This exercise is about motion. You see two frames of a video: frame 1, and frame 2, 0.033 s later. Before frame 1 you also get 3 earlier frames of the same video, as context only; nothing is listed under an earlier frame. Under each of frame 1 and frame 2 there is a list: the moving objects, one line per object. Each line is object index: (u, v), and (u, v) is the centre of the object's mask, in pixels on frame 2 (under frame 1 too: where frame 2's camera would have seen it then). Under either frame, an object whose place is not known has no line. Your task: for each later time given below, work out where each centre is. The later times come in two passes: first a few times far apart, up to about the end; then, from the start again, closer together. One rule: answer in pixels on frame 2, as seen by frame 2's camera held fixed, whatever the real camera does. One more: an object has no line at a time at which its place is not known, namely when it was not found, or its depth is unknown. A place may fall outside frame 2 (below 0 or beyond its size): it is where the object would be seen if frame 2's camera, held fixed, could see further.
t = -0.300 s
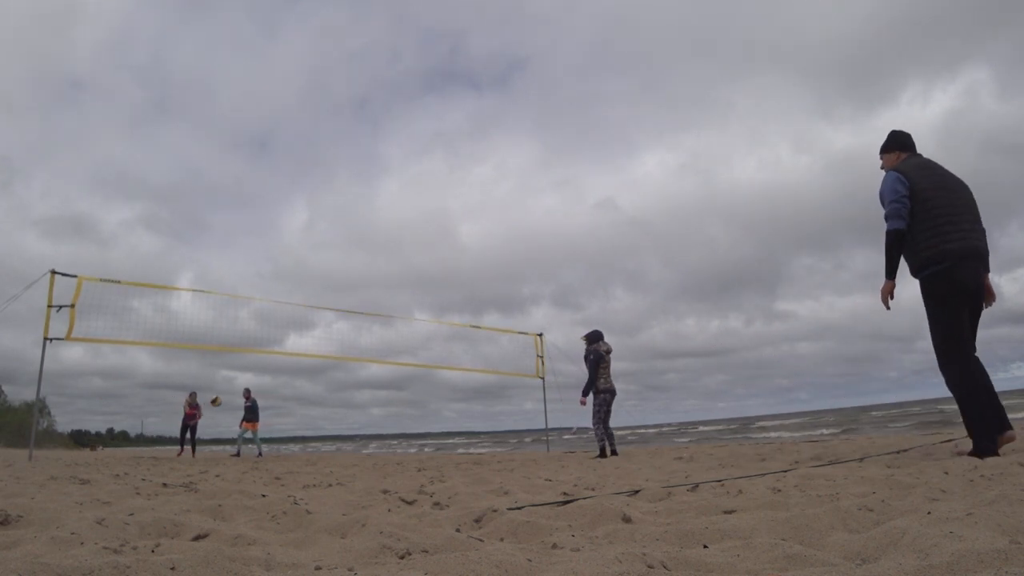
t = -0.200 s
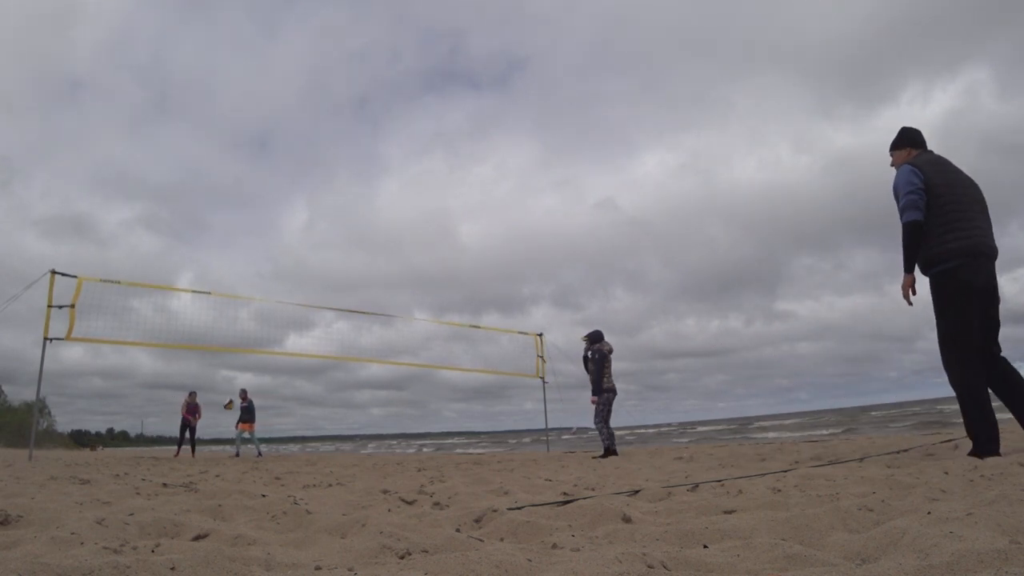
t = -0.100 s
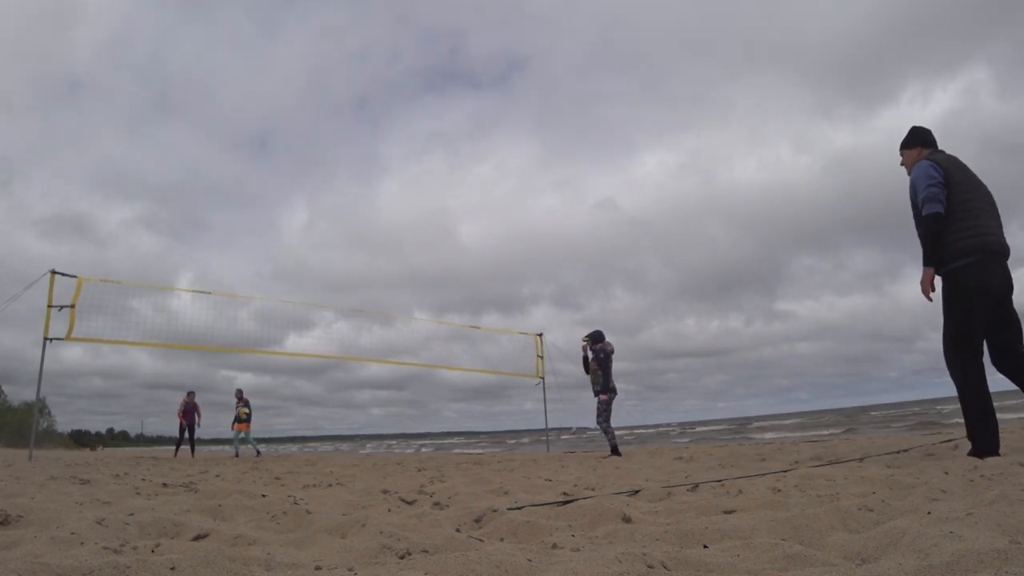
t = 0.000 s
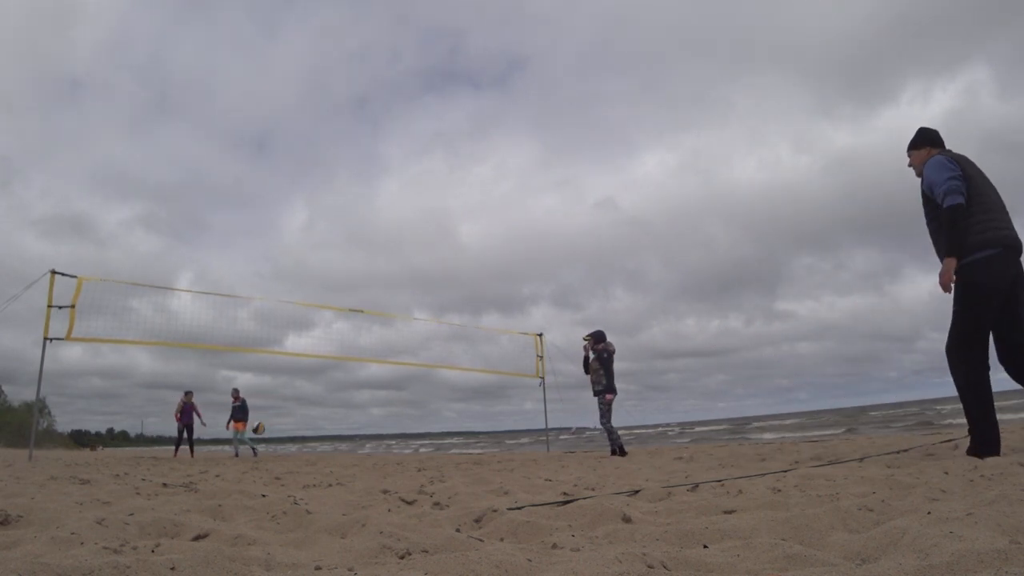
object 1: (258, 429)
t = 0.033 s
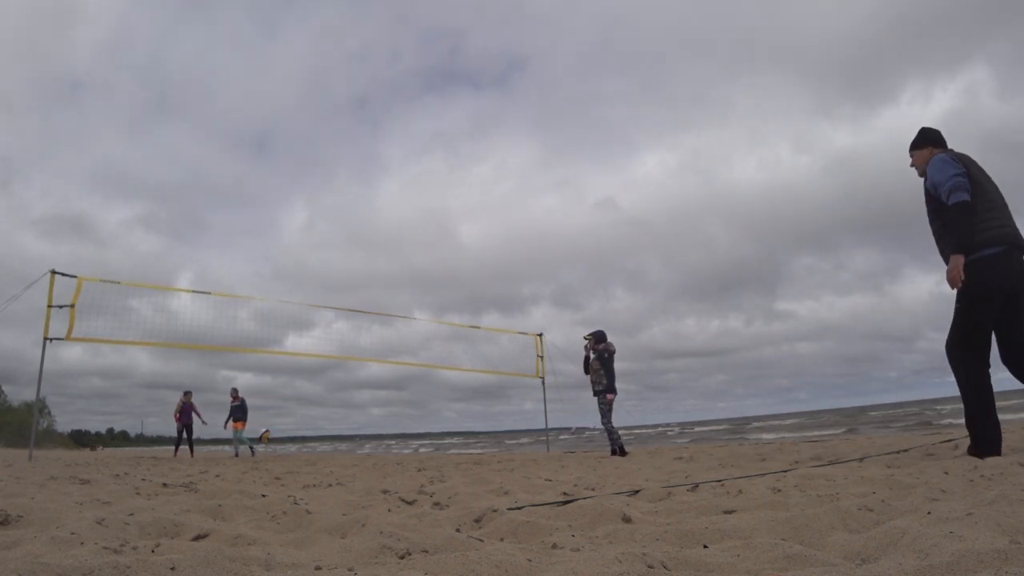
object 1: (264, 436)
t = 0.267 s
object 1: (295, 433)
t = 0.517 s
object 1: (321, 408)
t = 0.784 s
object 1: (354, 438)
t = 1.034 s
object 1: (375, 456)
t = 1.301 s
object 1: (397, 461)
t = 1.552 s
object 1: (416, 461)
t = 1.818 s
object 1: (426, 462)
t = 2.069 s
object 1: (436, 461)
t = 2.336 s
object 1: (445, 460)
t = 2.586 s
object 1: (450, 464)
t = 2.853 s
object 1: (463, 463)
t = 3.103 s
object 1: (466, 464)
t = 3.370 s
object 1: (458, 465)
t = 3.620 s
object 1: (460, 466)
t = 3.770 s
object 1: (459, 466)
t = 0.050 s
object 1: (267, 439)
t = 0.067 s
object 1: (269, 443)
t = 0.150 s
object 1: (284, 456)
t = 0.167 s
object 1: (286, 453)
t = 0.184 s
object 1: (287, 448)
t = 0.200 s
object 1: (288, 445)
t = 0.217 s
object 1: (290, 441)
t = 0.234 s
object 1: (292, 438)
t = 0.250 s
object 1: (292, 435)
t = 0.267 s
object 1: (295, 433)
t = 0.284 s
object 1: (297, 429)
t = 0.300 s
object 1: (298, 427)
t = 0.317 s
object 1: (300, 424)
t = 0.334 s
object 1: (301, 422)
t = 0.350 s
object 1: (303, 419)
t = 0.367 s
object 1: (305, 417)
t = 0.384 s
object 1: (306, 415)
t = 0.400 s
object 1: (308, 414)
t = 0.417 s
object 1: (310, 412)
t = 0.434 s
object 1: (312, 411)
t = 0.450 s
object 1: (313, 410)
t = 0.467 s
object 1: (315, 409)
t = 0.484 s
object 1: (317, 409)
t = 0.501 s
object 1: (319, 408)
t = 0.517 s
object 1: (321, 408)
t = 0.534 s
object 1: (323, 408)
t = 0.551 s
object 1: (325, 409)
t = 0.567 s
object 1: (327, 408)
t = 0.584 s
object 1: (329, 409)
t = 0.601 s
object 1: (331, 410)
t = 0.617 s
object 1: (332, 411)
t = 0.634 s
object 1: (335, 413)
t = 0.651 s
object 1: (337, 414)
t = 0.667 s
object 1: (339, 416)
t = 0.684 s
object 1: (341, 419)
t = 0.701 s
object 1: (343, 421)
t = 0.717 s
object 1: (345, 424)
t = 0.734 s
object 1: (347, 427)
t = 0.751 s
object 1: (349, 430)
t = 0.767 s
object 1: (351, 433)
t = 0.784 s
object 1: (354, 438)
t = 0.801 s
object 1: (356, 442)
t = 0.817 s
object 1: (359, 446)
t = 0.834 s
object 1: (361, 451)
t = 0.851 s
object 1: (364, 456)
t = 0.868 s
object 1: (367, 460)
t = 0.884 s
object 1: (368, 459)
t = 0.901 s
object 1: (369, 458)
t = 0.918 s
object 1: (369, 458)
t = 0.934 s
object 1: (369, 456)
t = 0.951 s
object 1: (371, 455)
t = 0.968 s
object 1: (373, 455)
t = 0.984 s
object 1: (374, 455)
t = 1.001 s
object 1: (374, 455)
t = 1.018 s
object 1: (374, 455)
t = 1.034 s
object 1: (375, 456)
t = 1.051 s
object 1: (377, 456)
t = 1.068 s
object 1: (379, 458)
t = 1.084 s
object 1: (380, 459)
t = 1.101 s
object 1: (380, 459)
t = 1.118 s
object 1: (381, 458)
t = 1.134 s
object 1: (382, 458)
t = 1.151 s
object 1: (384, 457)
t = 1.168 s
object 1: (386, 456)
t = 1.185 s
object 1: (387, 456)
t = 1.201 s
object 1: (388, 458)
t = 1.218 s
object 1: (389, 459)
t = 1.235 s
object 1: (389, 459)
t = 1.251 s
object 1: (391, 460)
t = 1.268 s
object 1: (394, 461)
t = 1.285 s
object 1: (395, 461)
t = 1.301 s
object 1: (397, 461)
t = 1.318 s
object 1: (398, 461)
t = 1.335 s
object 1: (398, 462)
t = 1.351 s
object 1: (401, 462)
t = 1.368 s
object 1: (402, 461)
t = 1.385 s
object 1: (403, 461)
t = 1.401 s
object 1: (405, 460)
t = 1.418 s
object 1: (407, 459)
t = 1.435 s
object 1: (408, 459)
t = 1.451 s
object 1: (409, 459)
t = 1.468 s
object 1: (411, 459)
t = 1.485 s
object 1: (411, 459)
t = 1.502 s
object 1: (412, 460)
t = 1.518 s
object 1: (414, 460)
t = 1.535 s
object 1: (415, 461)
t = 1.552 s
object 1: (416, 461)
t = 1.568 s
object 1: (417, 460)
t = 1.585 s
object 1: (417, 459)
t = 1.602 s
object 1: (417, 459)
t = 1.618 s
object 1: (418, 458)
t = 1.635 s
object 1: (418, 458)
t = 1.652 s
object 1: (419, 458)
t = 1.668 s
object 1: (419, 458)
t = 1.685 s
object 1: (421, 458)
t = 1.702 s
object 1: (422, 458)
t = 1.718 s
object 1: (422, 458)
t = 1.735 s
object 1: (423, 459)
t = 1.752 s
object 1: (423, 459)
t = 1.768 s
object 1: (424, 460)
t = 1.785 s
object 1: (425, 462)
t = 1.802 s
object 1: (426, 462)
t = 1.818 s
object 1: (426, 462)
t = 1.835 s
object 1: (427, 461)
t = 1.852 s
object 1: (428, 461)
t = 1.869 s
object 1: (429, 461)
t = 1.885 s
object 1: (430, 462)
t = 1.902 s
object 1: (431, 462)
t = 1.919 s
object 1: (431, 462)
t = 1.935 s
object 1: (432, 461)
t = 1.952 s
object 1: (433, 460)
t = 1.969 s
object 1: (433, 460)
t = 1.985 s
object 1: (433, 459)
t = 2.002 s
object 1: (434, 459)
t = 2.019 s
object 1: (434, 459)
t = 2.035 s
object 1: (435, 459)
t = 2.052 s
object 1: (435, 460)
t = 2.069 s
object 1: (436, 461)
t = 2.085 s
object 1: (437, 462)
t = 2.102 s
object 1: (439, 463)
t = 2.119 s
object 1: (440, 464)
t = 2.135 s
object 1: (441, 464)
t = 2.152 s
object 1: (441, 463)
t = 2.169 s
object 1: (441, 463)
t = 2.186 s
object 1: (442, 463)
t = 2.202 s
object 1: (442, 462)
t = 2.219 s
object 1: (442, 462)
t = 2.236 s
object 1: (443, 462)
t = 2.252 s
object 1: (443, 462)
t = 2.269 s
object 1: (443, 462)
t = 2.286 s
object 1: (443, 461)
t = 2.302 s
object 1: (444, 460)
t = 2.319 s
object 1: (444, 460)
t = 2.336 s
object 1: (445, 460)
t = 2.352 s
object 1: (445, 460)
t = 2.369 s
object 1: (445, 461)
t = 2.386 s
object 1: (445, 461)
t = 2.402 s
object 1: (446, 461)
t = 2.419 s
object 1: (447, 461)
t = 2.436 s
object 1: (447, 462)
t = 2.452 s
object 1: (448, 462)
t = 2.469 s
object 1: (448, 463)
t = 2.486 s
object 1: (449, 464)
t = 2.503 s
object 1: (449, 464)
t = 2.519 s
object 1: (449, 464)
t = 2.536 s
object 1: (449, 464)
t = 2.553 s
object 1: (450, 464)
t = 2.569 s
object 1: (450, 464)
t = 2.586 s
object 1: (450, 464)
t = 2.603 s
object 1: (451, 464)
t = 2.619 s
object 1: (451, 464)
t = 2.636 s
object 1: (452, 465)
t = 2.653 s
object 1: (452, 465)
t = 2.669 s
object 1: (453, 466)
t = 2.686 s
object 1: (454, 466)
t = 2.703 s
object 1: (455, 466)
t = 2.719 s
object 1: (456, 466)
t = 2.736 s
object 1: (457, 465)
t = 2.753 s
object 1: (458, 465)
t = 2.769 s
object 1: (459, 464)
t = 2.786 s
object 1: (460, 464)
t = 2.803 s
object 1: (461, 463)
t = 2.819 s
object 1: (462, 463)
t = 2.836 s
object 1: (462, 463)
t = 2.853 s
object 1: (463, 463)
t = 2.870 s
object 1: (463, 463)
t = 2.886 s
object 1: (464, 463)
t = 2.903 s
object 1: (465, 462)
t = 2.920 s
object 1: (465, 462)
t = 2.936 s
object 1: (466, 462)
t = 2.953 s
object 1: (466, 462)
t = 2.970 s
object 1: (466, 462)
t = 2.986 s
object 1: (466, 462)
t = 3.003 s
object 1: (467, 463)
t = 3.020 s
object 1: (466, 463)
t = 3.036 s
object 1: (466, 463)
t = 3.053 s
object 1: (466, 463)
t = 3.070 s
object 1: (467, 463)
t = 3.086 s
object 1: (466, 464)
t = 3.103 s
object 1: (466, 464)
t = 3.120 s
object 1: (466, 464)
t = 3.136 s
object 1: (466, 464)
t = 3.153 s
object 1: (465, 465)
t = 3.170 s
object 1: (465, 465)
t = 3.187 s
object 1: (464, 465)
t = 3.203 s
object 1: (463, 465)
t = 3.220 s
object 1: (463, 466)
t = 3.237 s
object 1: (462, 466)
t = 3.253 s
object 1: (460, 465)
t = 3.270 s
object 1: (459, 465)
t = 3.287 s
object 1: (458, 464)
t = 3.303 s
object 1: (459, 464)
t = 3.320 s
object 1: (458, 464)
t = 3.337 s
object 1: (458, 465)
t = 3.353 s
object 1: (458, 465)
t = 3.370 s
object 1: (458, 465)
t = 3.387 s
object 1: (457, 465)
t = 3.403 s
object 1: (457, 465)
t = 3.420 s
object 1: (457, 465)
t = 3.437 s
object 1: (458, 466)
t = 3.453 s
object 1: (458, 466)
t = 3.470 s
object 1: (458, 466)
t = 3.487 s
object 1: (458, 466)
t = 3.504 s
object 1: (459, 466)
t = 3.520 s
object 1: (459, 466)
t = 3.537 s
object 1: (460, 466)
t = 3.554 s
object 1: (460, 466)
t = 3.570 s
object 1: (460, 466)
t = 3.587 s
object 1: (460, 466)
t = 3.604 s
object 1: (460, 466)
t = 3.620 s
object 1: (460, 466)
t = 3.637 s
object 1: (460, 466)
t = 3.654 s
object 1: (459, 466)
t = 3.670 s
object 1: (459, 466)
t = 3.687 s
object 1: (459, 466)
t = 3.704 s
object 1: (459, 466)
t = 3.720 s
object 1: (459, 466)
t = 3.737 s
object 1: (459, 466)
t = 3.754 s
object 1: (459, 466)
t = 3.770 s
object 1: (459, 466)
